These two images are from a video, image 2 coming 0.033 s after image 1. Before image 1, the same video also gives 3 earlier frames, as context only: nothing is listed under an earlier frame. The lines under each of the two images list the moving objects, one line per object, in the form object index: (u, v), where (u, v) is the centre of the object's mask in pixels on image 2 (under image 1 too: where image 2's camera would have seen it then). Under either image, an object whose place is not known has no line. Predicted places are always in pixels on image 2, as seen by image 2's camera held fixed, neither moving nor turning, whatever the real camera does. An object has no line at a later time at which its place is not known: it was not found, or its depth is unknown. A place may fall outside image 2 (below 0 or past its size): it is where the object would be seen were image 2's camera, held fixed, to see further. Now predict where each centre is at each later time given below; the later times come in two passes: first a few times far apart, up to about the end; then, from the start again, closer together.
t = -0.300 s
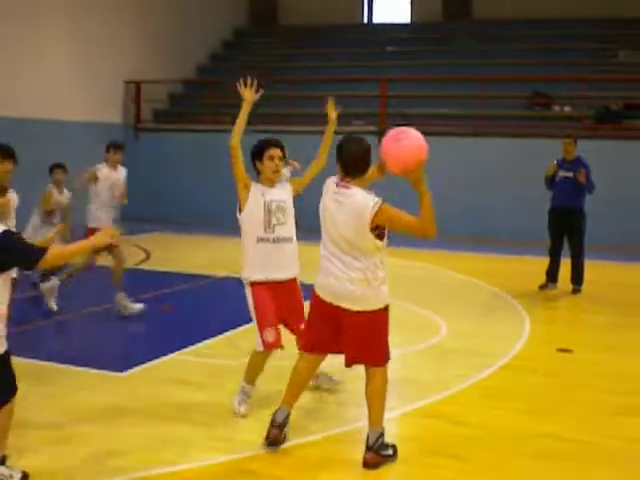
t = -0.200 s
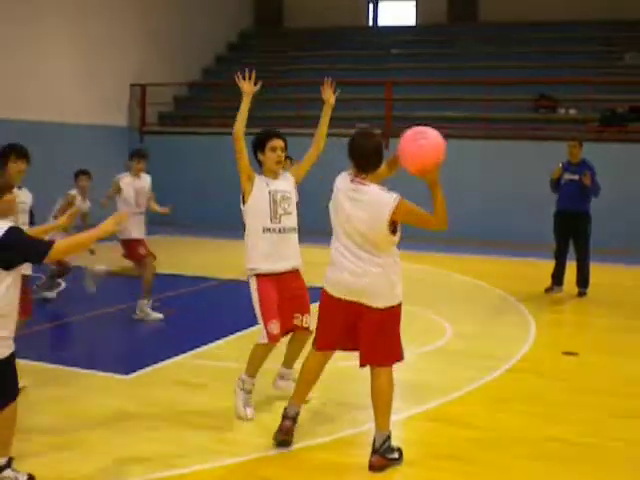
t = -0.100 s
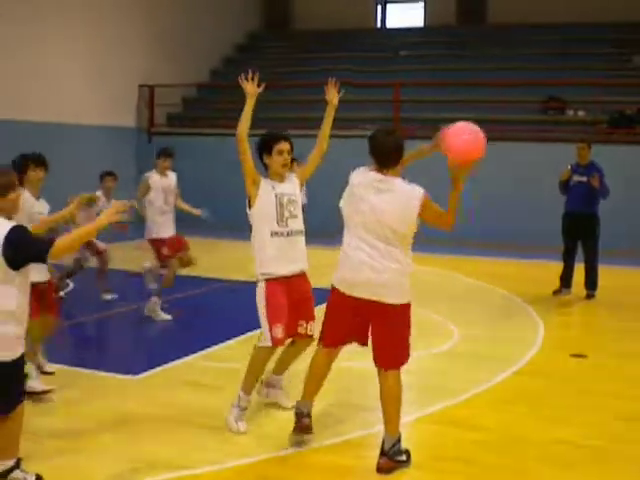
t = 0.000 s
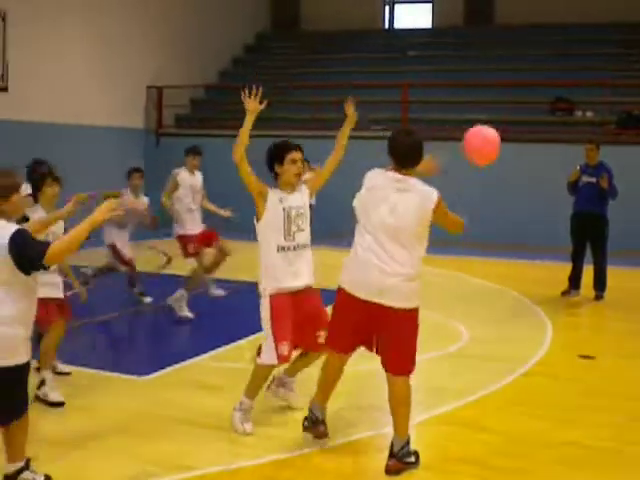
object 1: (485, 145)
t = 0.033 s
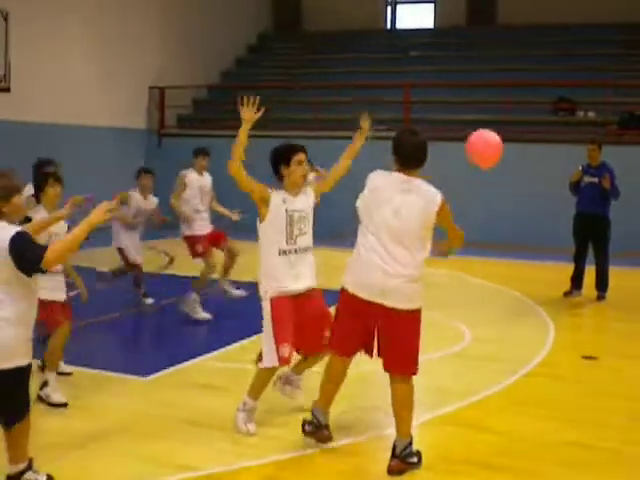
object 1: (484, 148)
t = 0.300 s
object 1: (486, 212)
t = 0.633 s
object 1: (489, 279)
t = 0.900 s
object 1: (502, 219)
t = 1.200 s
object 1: (509, 226)
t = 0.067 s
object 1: (484, 153)
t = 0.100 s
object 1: (485, 158)
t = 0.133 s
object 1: (483, 166)
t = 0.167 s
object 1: (485, 173)
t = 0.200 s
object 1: (485, 182)
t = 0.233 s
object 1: (485, 192)
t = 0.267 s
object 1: (485, 202)
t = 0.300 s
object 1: (486, 212)
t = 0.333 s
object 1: (485, 224)
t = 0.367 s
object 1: (485, 235)
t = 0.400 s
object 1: (487, 245)
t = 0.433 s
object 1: (486, 256)
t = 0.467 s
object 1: (486, 268)
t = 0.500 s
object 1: (486, 283)
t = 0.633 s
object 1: (489, 279)
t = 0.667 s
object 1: (490, 268)
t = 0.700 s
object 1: (493, 255)
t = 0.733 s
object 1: (495, 248)
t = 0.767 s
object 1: (497, 241)
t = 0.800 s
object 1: (498, 234)
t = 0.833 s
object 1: (499, 228)
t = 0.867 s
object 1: (500, 225)
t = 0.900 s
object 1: (502, 219)
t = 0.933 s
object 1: (502, 217)
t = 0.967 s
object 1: (504, 216)
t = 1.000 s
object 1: (504, 215)
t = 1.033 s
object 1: (506, 214)
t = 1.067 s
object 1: (506, 215)
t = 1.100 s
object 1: (505, 216)
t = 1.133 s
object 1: (507, 219)
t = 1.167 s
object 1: (508, 222)
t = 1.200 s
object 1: (509, 226)
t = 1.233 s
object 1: (510, 230)
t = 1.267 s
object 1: (509, 235)
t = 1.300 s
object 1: (510, 241)
